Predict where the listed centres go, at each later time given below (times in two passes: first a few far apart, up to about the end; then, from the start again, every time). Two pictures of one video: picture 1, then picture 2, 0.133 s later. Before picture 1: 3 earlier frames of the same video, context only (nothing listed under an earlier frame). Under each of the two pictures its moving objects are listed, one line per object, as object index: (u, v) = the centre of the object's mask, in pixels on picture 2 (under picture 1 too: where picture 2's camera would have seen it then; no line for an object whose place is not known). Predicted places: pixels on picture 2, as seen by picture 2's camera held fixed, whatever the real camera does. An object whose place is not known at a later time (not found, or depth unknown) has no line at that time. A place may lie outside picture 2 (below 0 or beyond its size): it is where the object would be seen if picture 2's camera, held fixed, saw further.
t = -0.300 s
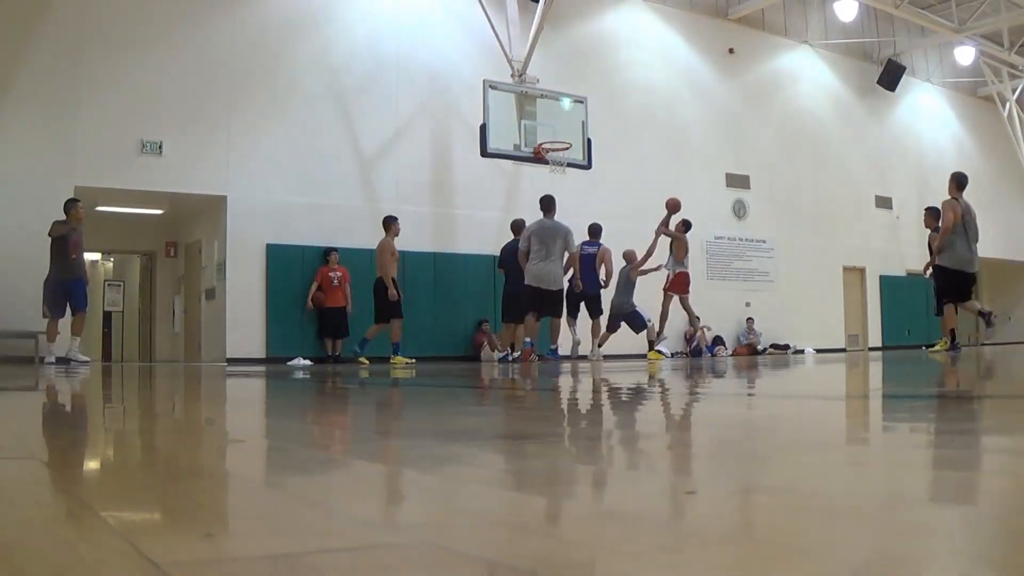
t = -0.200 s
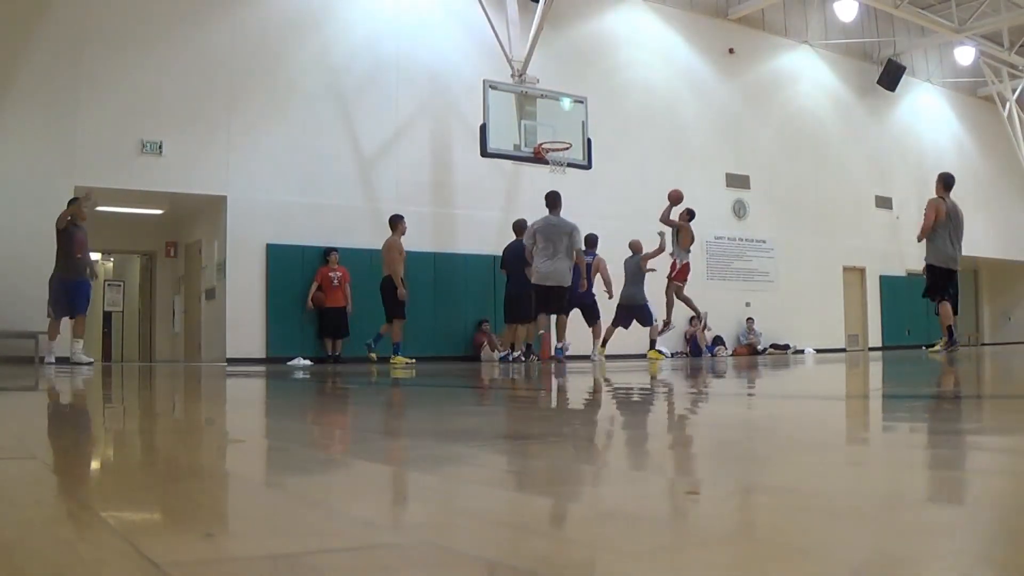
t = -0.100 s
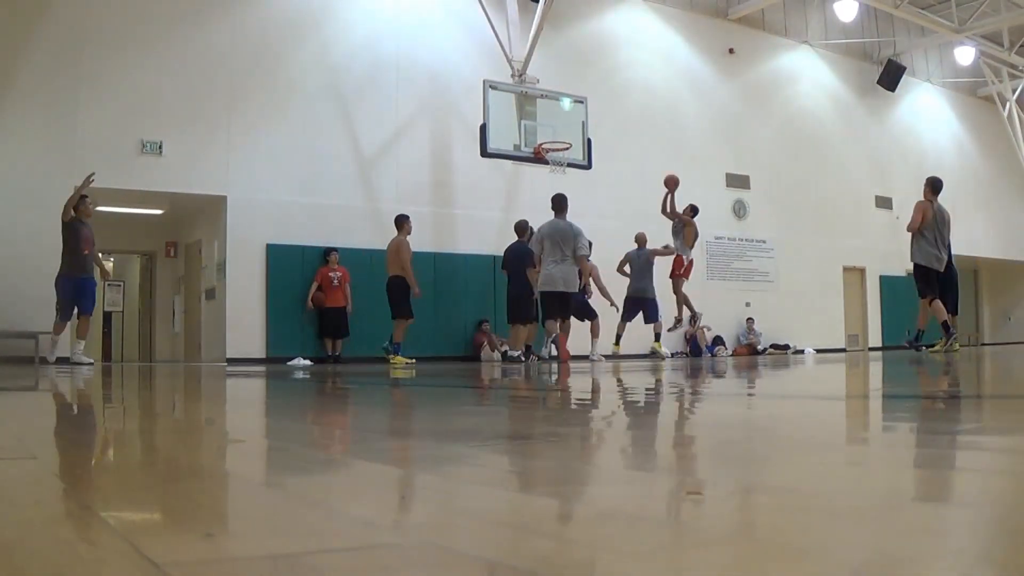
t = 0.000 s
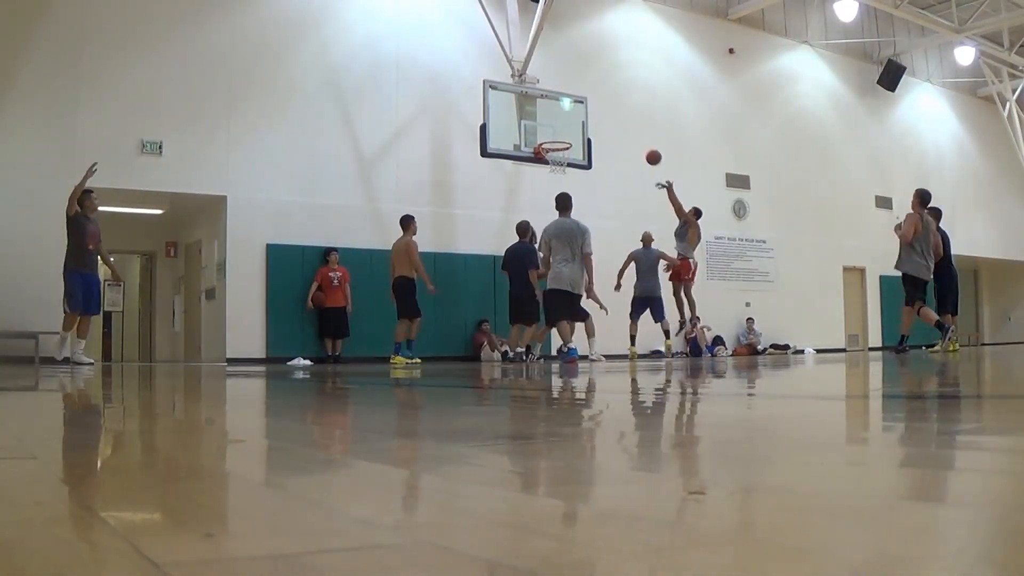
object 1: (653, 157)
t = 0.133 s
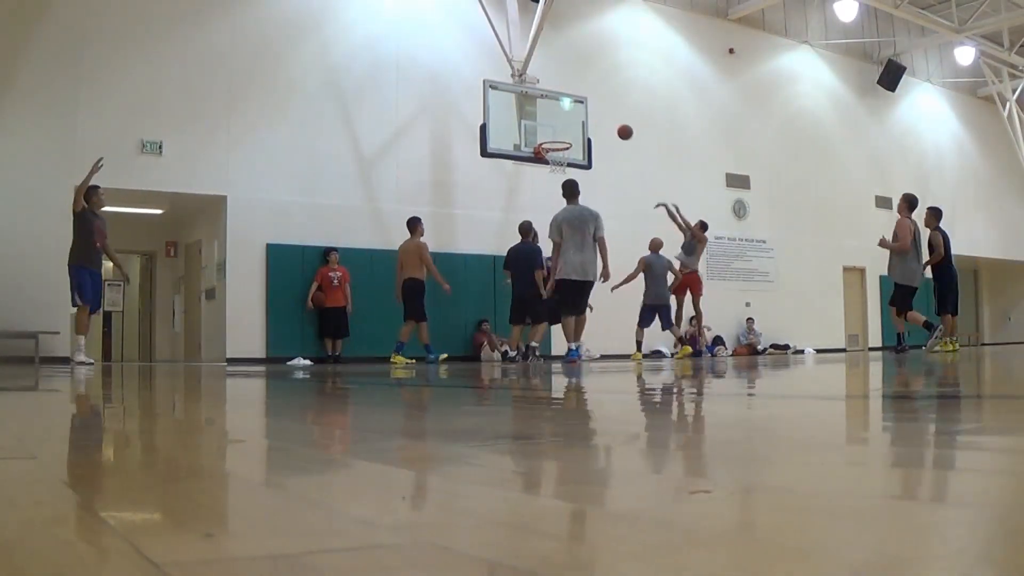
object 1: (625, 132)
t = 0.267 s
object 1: (597, 119)
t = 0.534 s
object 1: (561, 121)
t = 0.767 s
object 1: (555, 154)
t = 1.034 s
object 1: (559, 185)
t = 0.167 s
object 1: (618, 128)
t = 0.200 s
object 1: (611, 124)
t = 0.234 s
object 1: (604, 121)
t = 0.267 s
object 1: (597, 119)
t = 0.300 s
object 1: (589, 117)
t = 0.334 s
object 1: (583, 116)
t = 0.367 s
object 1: (575, 116)
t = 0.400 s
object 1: (568, 117)
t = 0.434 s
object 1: (564, 118)
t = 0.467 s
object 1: (563, 118)
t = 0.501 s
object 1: (562, 119)
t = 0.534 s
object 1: (561, 121)
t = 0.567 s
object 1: (560, 124)
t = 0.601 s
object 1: (559, 128)
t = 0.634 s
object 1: (558, 132)
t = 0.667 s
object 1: (557, 137)
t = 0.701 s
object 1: (556, 143)
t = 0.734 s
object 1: (554, 149)
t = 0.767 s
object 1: (555, 154)
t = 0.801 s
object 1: (554, 156)
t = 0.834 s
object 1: (555, 160)
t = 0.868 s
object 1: (555, 161)
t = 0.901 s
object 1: (556, 164)
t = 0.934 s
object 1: (557, 169)
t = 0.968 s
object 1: (558, 173)
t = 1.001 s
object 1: (558, 179)
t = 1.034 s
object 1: (559, 185)
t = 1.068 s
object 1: (560, 192)
